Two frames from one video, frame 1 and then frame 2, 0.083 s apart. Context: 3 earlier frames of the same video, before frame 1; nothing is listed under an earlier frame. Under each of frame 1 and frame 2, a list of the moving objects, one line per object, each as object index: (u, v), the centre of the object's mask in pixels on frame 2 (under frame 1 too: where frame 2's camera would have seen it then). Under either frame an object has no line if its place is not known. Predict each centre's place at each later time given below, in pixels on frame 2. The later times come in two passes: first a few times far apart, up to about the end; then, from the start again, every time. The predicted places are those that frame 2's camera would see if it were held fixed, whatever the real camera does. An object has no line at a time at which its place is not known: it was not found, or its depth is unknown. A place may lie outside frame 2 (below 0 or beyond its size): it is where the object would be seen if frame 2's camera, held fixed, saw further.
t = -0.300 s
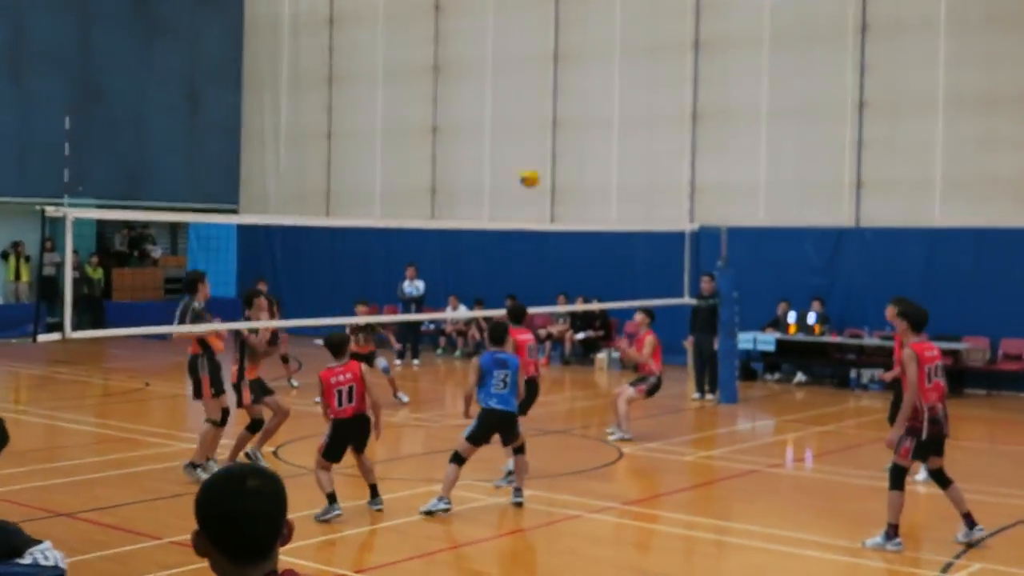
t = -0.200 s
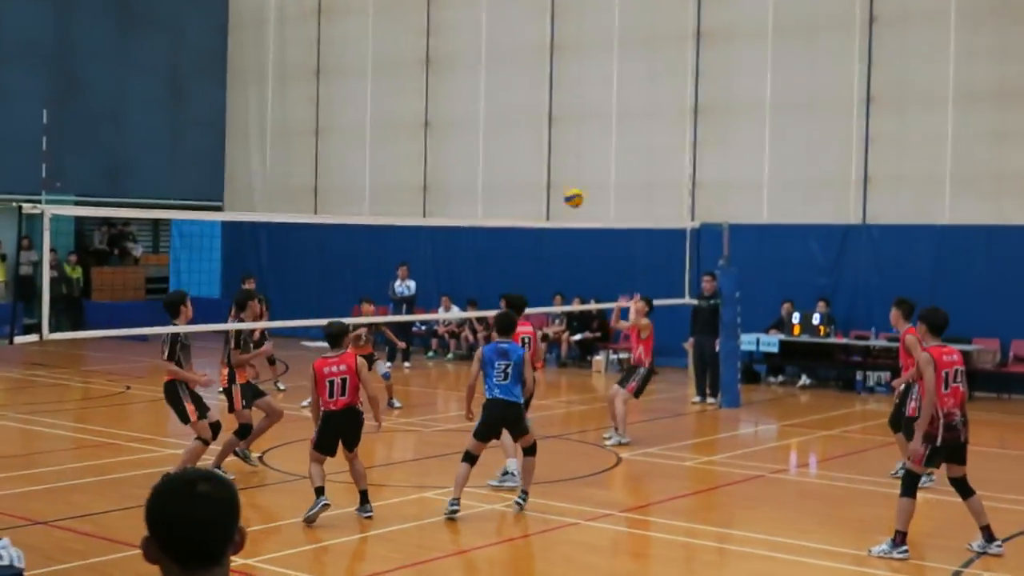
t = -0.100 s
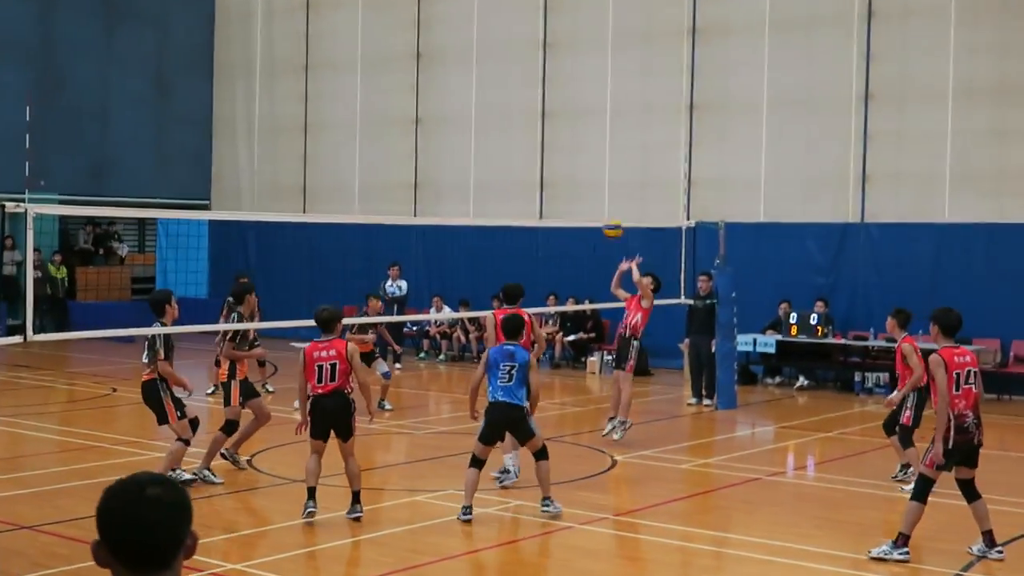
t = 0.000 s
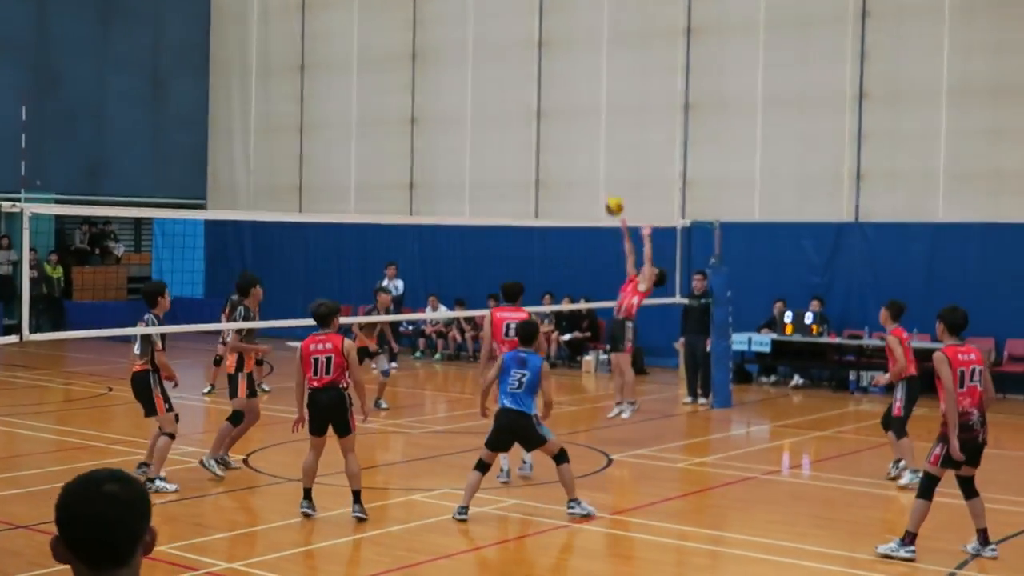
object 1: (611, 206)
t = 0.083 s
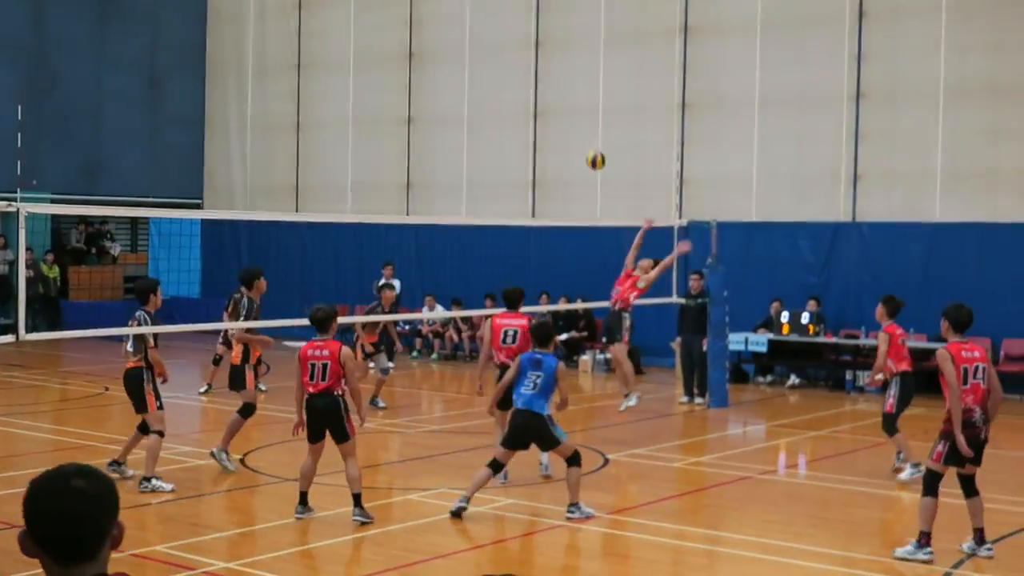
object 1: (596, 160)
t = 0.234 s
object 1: (567, 94)
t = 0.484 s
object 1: (519, 27)
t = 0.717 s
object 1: (476, 17)
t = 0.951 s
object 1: (431, 56)
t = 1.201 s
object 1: (384, 156)
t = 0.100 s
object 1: (592, 152)
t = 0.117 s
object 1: (589, 143)
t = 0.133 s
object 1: (586, 135)
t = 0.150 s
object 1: (583, 128)
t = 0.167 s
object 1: (580, 120)
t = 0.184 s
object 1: (577, 112)
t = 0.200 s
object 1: (573, 106)
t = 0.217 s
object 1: (570, 99)
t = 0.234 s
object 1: (567, 94)
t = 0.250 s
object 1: (563, 87)
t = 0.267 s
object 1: (561, 82)
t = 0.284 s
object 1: (557, 76)
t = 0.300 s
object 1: (555, 70)
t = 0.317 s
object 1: (551, 65)
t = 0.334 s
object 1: (548, 60)
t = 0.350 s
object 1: (545, 55)
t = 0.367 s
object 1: (541, 51)
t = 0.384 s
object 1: (538, 46)
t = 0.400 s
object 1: (535, 43)
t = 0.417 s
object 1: (532, 39)
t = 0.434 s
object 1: (528, 35)
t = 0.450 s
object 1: (526, 32)
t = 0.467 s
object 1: (522, 29)
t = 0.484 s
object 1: (519, 27)
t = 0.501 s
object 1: (516, 24)
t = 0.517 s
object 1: (513, 22)
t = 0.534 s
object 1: (510, 21)
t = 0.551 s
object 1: (507, 18)
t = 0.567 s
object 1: (504, 18)
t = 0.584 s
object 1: (501, 16)
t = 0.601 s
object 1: (498, 15)
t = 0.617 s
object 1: (494, 15)
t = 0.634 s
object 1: (491, 14)
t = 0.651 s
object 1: (488, 14)
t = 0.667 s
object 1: (485, 14)
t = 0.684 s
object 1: (482, 14)
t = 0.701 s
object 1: (479, 15)
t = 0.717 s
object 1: (476, 17)
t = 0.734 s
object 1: (472, 18)
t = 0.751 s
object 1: (469, 19)
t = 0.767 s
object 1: (466, 20)
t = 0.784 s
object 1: (463, 23)
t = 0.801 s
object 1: (460, 25)
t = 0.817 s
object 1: (457, 28)
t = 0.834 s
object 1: (454, 30)
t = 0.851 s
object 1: (450, 33)
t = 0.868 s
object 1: (447, 36)
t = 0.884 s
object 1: (444, 40)
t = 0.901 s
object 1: (441, 43)
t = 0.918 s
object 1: (438, 48)
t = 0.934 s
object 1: (435, 53)
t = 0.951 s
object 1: (431, 56)
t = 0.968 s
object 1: (428, 62)
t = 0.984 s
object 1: (425, 67)
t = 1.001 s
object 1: (422, 72)
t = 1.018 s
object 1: (419, 78)
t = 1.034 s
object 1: (415, 83)
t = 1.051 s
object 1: (412, 89)
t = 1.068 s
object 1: (409, 96)
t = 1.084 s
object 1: (406, 102)
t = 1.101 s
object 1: (402, 110)
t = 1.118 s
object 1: (399, 116)
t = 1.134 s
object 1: (396, 123)
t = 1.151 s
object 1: (393, 131)
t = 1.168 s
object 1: (390, 139)
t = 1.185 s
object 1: (387, 147)
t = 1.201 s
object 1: (384, 156)
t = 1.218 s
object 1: (381, 164)
